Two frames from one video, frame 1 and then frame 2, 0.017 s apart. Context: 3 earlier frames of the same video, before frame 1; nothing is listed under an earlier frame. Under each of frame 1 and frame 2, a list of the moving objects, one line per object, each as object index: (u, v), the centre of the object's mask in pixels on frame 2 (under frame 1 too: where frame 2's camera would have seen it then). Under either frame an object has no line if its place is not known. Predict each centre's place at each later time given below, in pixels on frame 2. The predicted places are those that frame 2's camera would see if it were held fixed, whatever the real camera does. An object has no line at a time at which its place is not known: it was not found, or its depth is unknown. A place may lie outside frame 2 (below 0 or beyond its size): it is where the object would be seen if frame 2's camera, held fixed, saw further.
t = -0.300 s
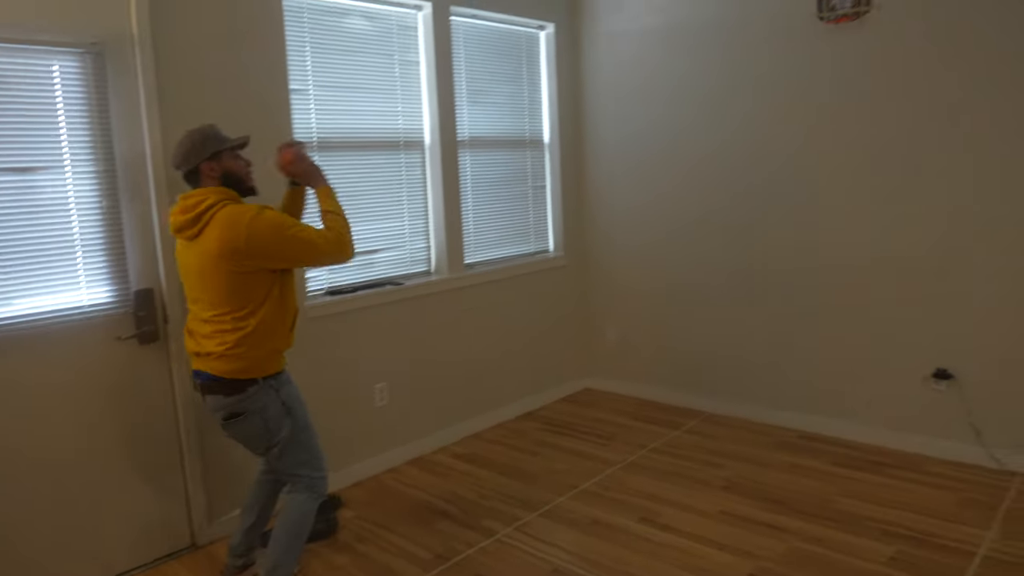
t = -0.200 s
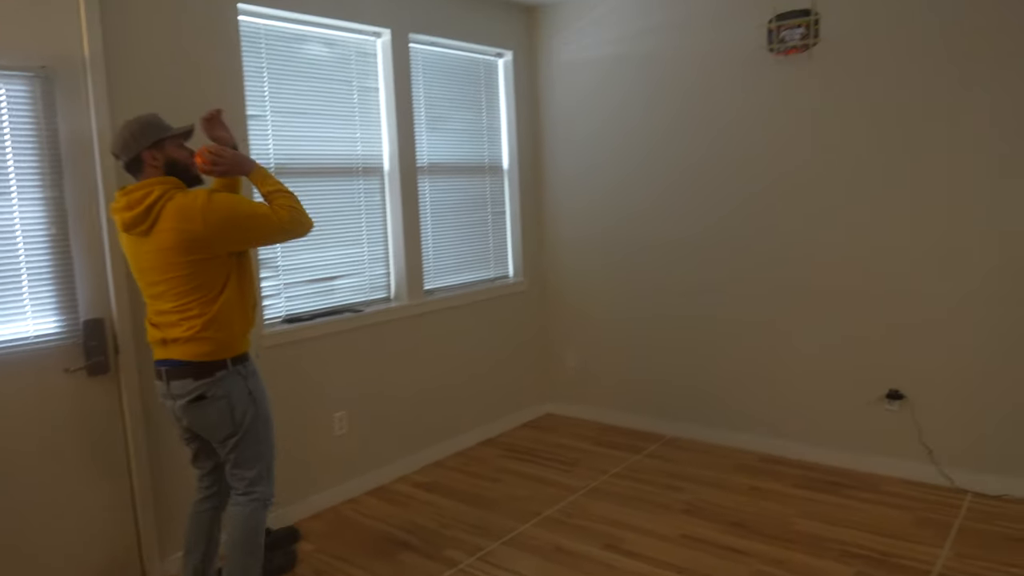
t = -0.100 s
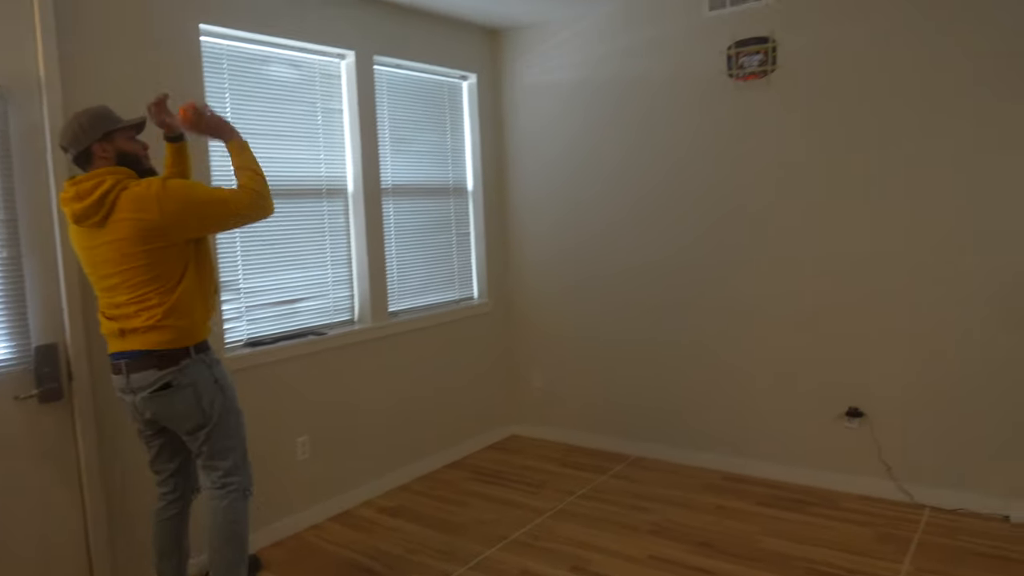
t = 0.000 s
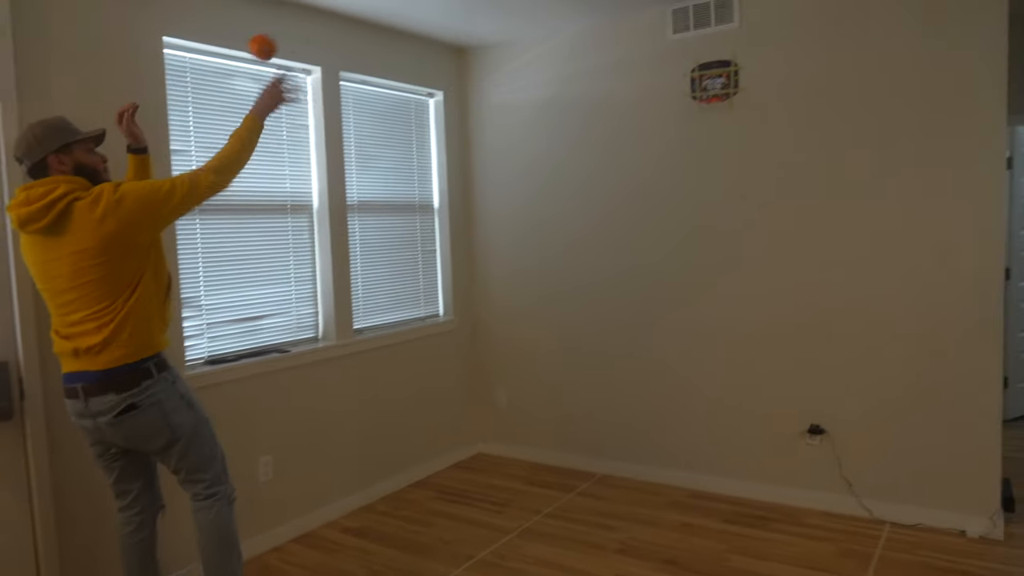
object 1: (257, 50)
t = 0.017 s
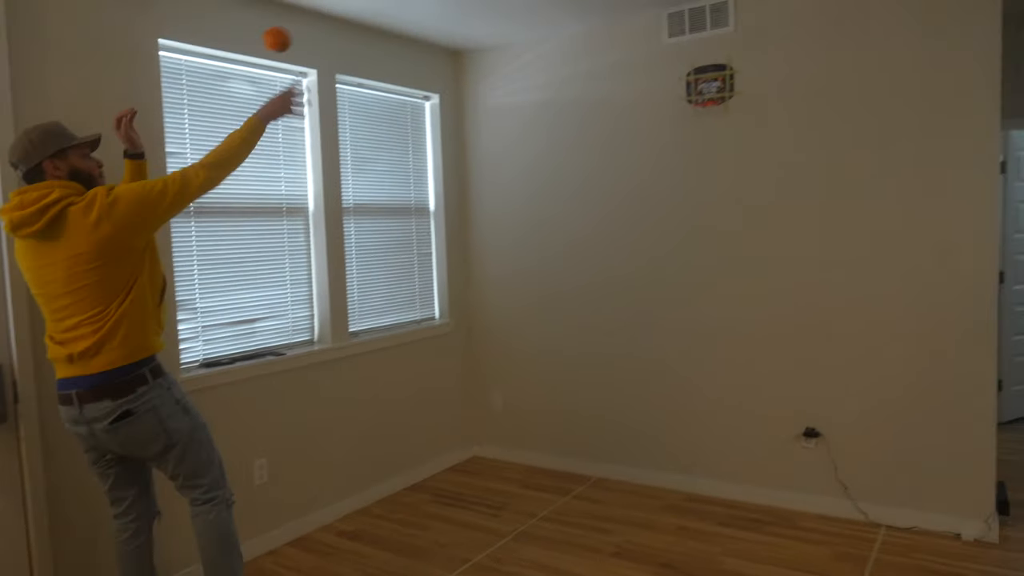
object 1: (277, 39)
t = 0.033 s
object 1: (295, 31)
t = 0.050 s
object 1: (313, 22)
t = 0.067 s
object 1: (330, 15)
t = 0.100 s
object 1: (362, 2)
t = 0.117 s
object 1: (378, -3)
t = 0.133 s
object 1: (394, -7)
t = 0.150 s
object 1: (409, -9)
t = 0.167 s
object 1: (423, -11)
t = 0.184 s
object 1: (437, -14)
